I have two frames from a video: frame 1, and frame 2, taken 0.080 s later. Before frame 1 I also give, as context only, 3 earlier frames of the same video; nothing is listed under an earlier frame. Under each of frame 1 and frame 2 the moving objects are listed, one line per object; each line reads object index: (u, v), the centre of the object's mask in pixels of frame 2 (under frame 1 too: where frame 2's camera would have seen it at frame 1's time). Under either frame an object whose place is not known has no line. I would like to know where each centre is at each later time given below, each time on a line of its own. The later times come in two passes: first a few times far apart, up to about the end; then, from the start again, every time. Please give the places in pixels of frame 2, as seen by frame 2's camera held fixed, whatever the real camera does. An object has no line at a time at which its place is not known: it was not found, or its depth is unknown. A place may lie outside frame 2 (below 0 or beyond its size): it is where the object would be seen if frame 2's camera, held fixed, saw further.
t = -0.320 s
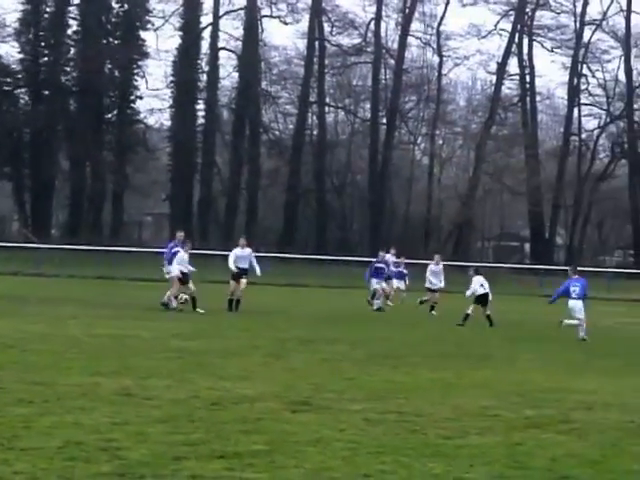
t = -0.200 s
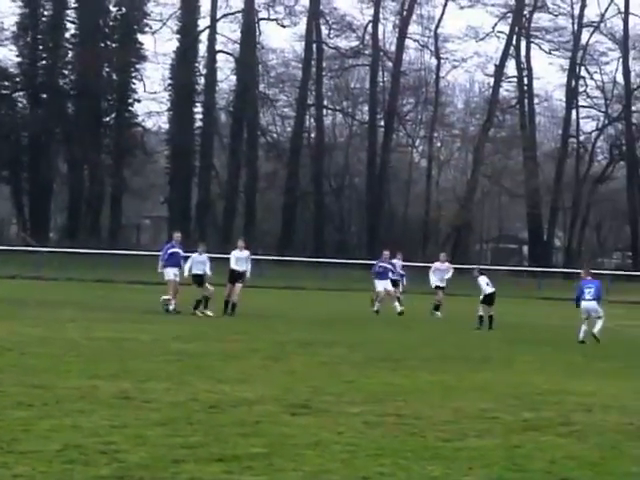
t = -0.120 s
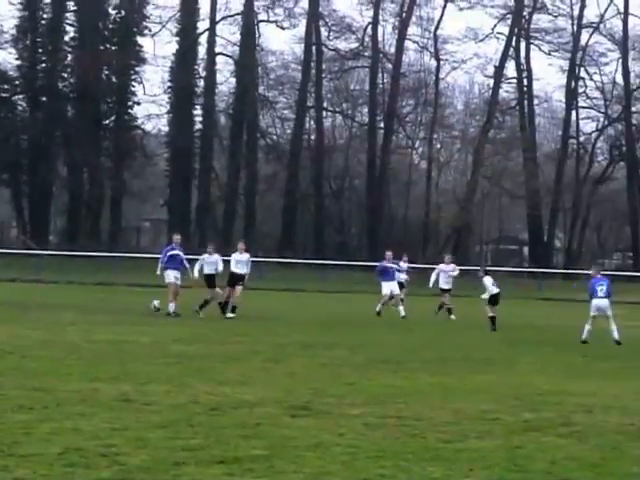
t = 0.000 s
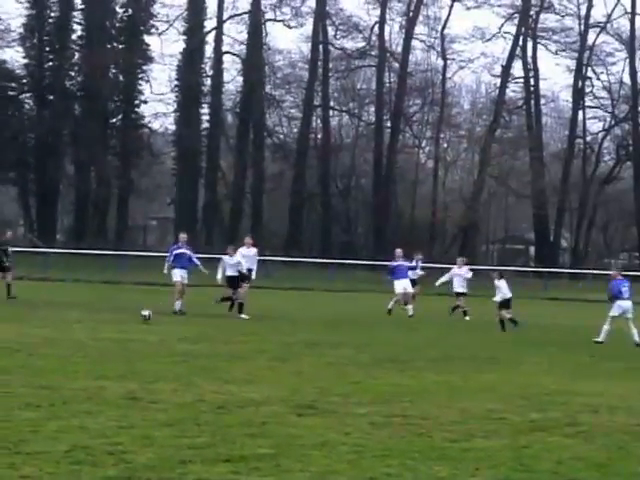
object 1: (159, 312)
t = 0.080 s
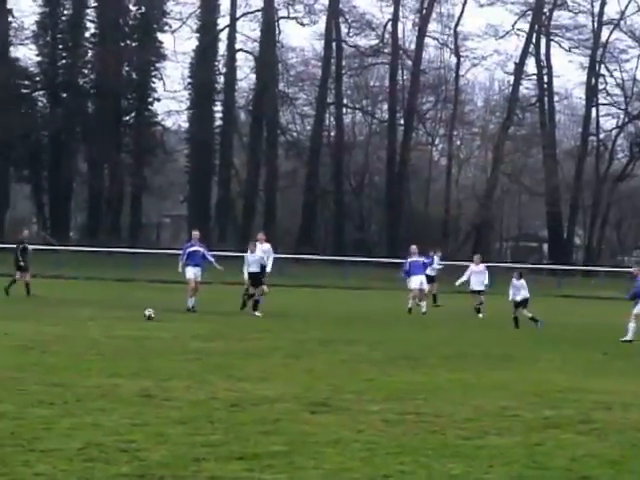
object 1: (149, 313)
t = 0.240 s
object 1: (132, 315)
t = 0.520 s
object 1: (103, 316)
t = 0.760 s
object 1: (81, 320)
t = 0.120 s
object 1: (144, 313)
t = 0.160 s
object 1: (140, 312)
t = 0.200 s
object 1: (136, 313)
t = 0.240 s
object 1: (132, 315)
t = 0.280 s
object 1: (126, 316)
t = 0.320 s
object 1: (123, 315)
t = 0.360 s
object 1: (118, 315)
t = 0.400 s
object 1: (114, 316)
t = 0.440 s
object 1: (110, 317)
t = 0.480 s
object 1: (106, 317)
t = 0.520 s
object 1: (103, 316)
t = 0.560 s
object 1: (99, 317)
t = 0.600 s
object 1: (96, 318)
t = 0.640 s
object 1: (92, 319)
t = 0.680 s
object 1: (87, 318)
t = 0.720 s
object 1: (84, 319)
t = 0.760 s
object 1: (81, 320)
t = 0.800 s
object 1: (77, 321)
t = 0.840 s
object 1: (73, 322)
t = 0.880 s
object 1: (70, 322)
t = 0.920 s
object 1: (65, 324)
